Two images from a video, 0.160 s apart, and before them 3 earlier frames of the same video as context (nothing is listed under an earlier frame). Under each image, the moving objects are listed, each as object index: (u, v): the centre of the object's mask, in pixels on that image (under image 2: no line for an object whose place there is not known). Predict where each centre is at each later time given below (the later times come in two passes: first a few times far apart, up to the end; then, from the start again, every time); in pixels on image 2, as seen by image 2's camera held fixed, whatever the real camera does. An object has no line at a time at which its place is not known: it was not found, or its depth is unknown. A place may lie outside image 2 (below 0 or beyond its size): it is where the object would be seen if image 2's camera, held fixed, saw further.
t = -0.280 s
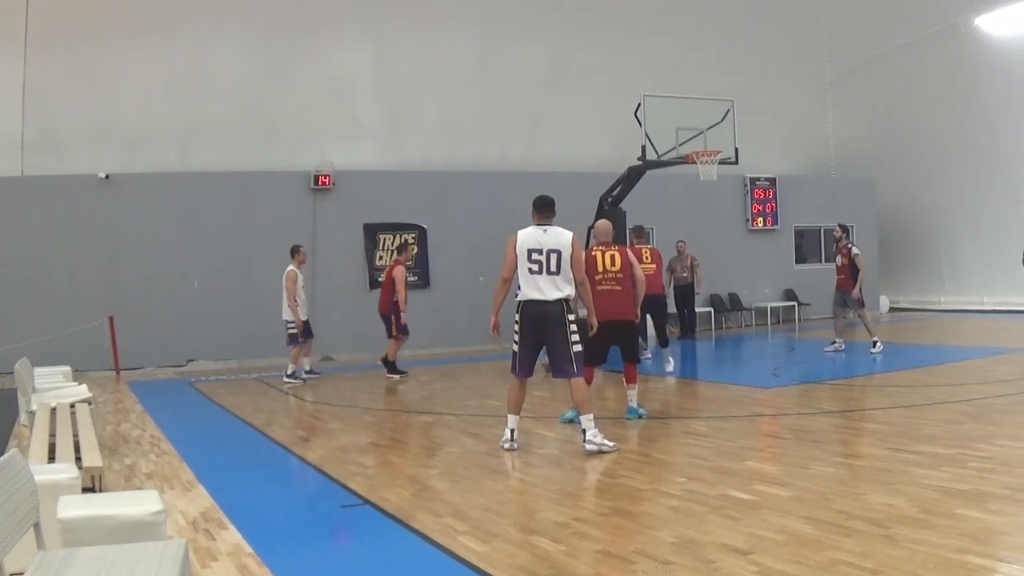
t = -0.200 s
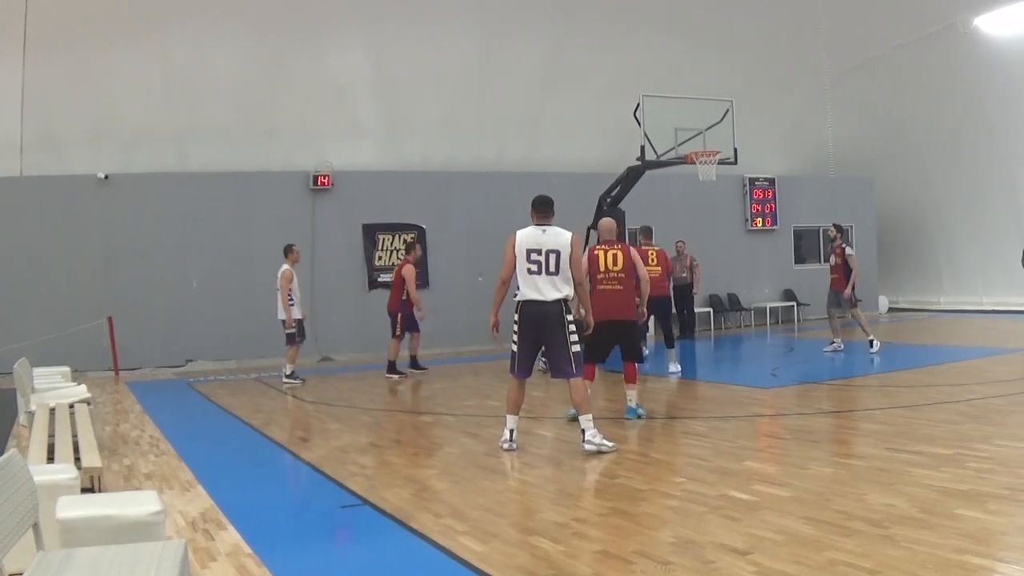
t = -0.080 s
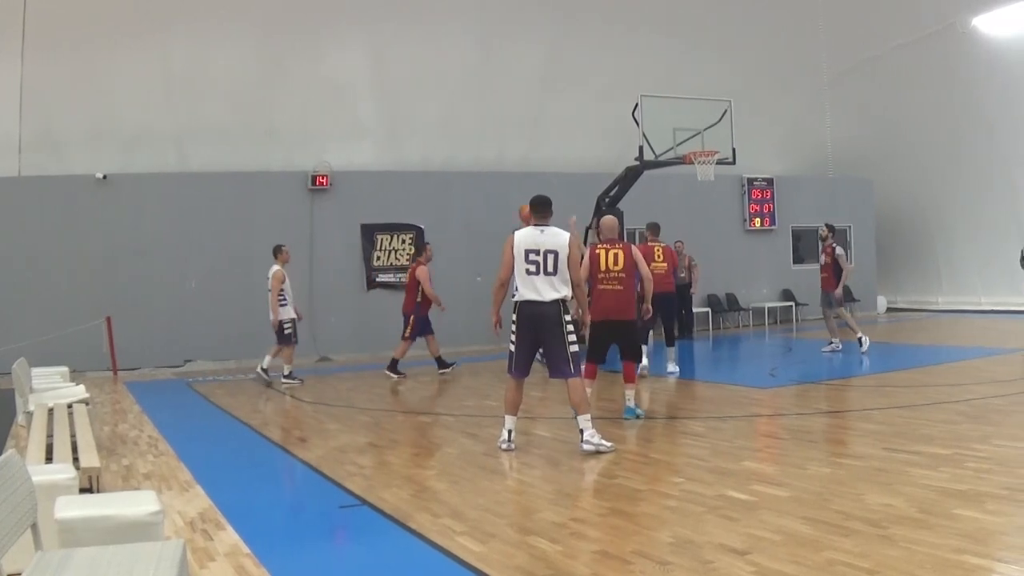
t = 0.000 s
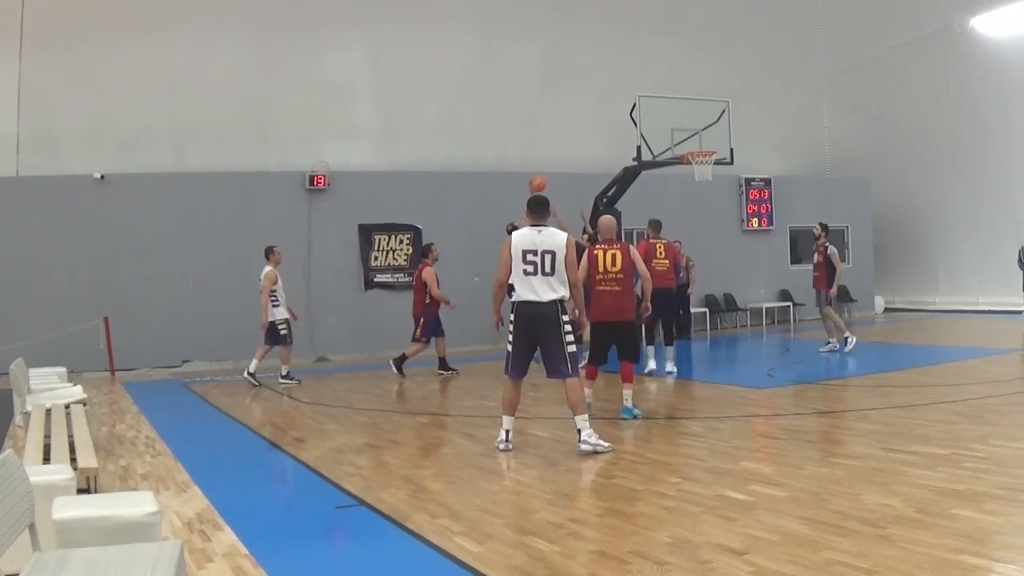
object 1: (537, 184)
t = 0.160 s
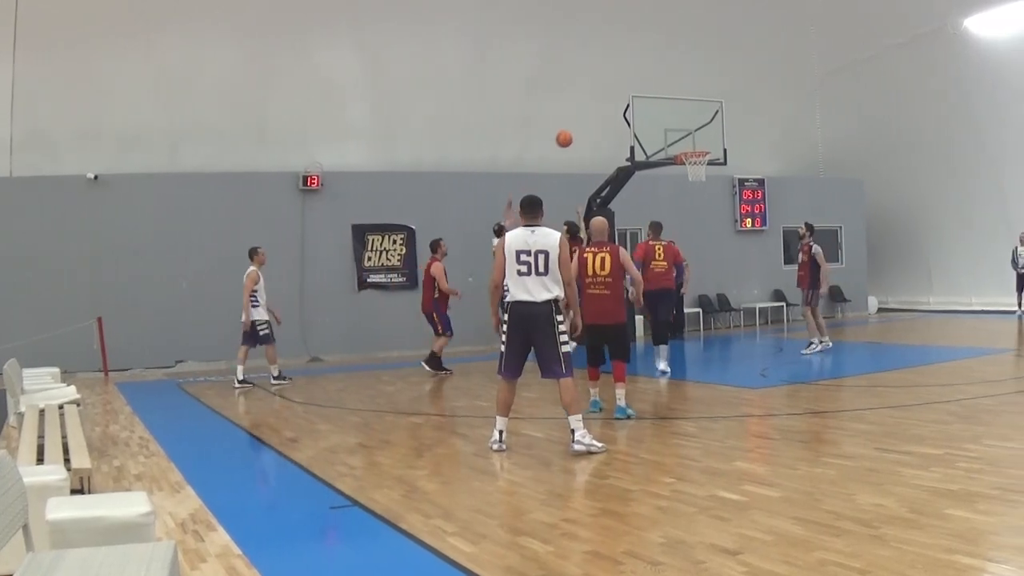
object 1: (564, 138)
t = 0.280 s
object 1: (586, 118)
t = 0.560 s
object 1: (638, 107)
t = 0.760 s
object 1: (675, 130)
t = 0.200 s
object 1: (571, 131)
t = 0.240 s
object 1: (579, 124)
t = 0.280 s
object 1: (586, 118)
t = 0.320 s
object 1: (594, 113)
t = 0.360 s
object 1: (601, 109)
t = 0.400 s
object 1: (609, 106)
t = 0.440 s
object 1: (616, 105)
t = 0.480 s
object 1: (624, 104)
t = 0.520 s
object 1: (631, 105)
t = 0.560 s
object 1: (638, 107)
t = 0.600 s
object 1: (646, 109)
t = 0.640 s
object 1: (653, 113)
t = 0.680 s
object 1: (661, 118)
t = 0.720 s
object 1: (668, 123)
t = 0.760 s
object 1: (675, 130)
